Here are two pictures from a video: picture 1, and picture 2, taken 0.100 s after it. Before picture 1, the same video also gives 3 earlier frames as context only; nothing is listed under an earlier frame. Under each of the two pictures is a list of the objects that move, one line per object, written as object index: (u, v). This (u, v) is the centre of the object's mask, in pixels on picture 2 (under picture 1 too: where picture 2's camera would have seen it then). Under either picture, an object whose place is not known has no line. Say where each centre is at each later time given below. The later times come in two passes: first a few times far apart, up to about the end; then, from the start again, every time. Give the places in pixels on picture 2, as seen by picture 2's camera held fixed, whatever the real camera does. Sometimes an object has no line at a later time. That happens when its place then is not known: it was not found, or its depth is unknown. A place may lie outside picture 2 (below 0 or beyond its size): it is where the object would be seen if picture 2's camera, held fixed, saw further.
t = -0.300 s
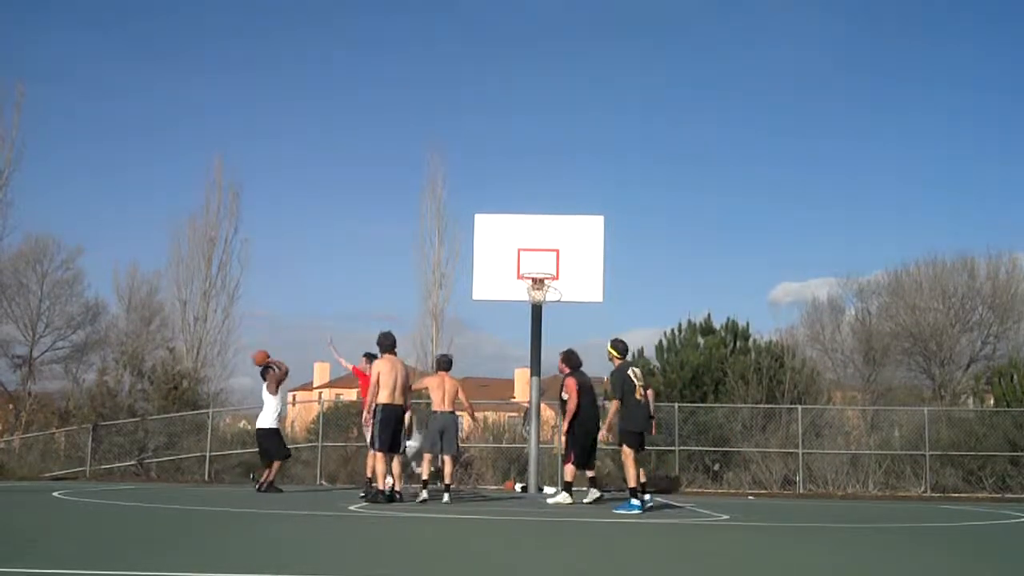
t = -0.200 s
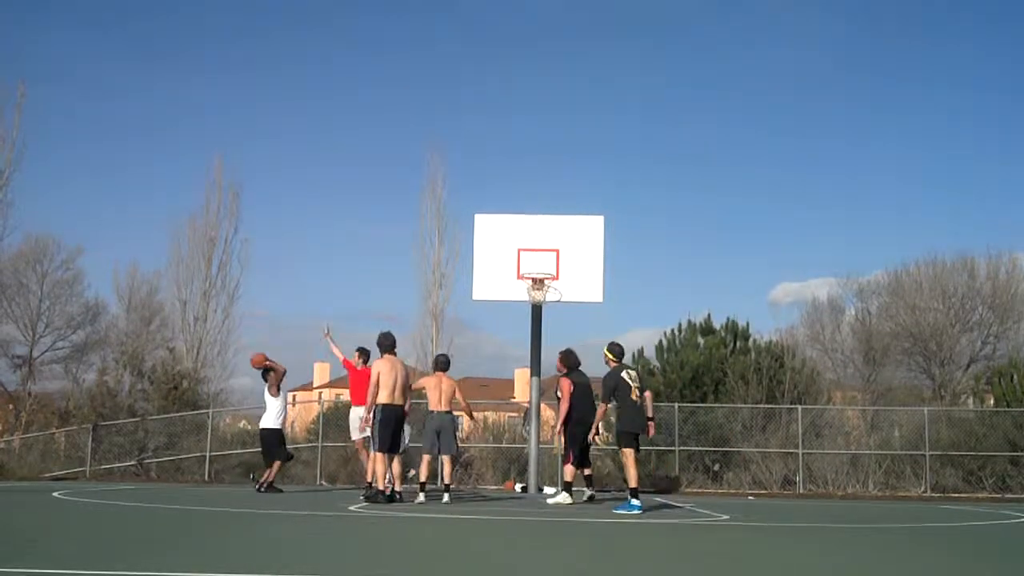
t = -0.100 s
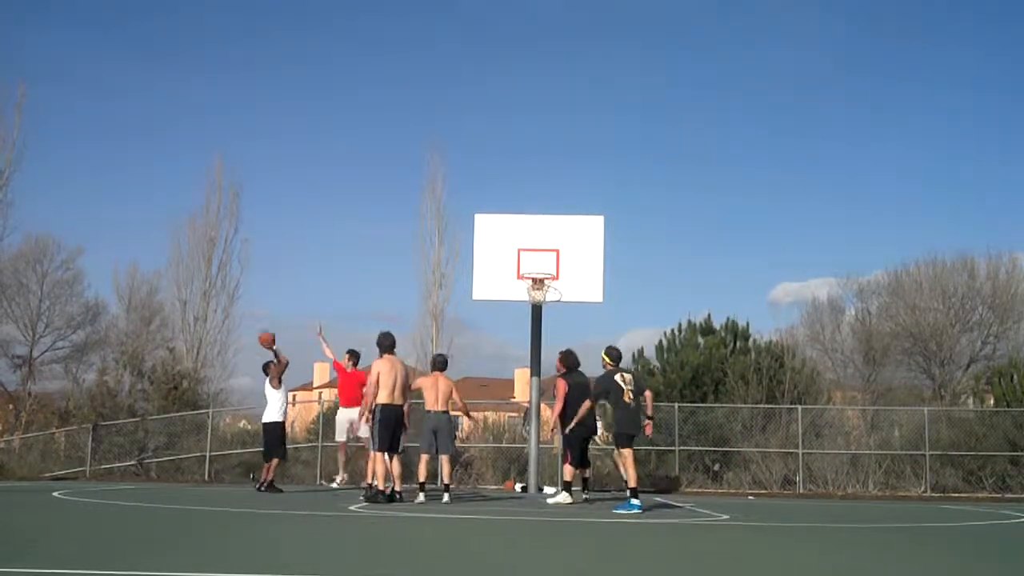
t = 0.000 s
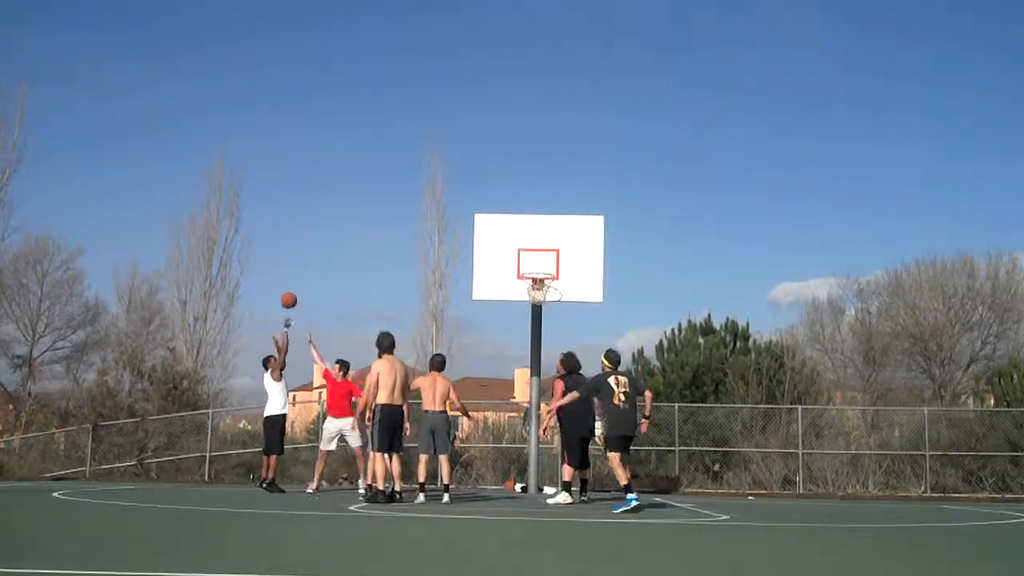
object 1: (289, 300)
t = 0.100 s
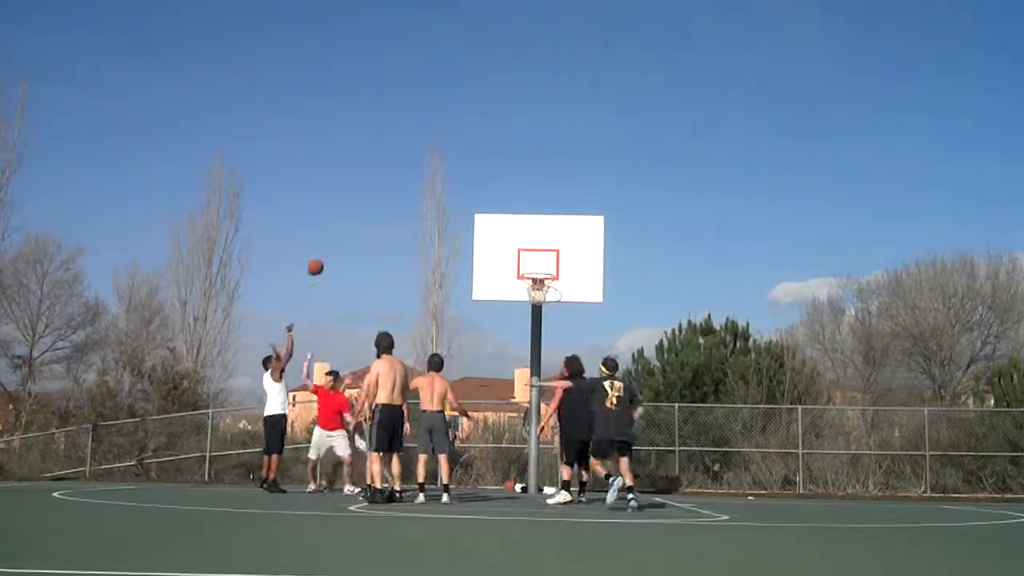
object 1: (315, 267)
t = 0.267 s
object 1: (358, 227)
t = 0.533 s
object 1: (424, 202)
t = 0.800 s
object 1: (489, 225)
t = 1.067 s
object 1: (545, 273)
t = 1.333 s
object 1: (515, 262)
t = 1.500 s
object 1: (499, 277)
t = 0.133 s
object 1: (324, 257)
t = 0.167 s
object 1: (332, 249)
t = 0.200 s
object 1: (341, 241)
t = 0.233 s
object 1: (350, 233)
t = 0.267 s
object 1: (358, 227)
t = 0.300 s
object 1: (366, 221)
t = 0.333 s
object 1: (375, 216)
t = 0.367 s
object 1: (383, 212)
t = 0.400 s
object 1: (392, 209)
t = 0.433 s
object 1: (399, 205)
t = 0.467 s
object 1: (408, 203)
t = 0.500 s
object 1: (416, 202)
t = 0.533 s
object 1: (424, 202)
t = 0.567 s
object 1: (433, 202)
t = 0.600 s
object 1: (441, 204)
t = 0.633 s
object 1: (449, 205)
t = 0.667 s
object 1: (457, 207)
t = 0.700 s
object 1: (466, 211)
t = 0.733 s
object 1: (473, 215)
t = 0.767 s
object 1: (481, 219)
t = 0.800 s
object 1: (489, 225)
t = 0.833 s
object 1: (497, 231)
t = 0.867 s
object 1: (505, 238)
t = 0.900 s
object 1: (513, 246)
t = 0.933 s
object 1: (521, 255)
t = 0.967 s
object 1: (529, 264)
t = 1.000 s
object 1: (536, 271)
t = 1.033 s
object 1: (543, 273)
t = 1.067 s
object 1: (545, 273)
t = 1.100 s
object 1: (540, 270)
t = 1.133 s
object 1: (535, 268)
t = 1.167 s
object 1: (531, 265)
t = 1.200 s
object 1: (528, 263)
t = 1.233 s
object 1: (525, 262)
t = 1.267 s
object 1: (522, 261)
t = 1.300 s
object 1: (518, 261)
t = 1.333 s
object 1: (515, 262)
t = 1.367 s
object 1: (512, 263)
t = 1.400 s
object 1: (509, 265)
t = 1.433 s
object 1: (505, 268)
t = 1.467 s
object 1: (502, 272)
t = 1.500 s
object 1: (499, 277)
